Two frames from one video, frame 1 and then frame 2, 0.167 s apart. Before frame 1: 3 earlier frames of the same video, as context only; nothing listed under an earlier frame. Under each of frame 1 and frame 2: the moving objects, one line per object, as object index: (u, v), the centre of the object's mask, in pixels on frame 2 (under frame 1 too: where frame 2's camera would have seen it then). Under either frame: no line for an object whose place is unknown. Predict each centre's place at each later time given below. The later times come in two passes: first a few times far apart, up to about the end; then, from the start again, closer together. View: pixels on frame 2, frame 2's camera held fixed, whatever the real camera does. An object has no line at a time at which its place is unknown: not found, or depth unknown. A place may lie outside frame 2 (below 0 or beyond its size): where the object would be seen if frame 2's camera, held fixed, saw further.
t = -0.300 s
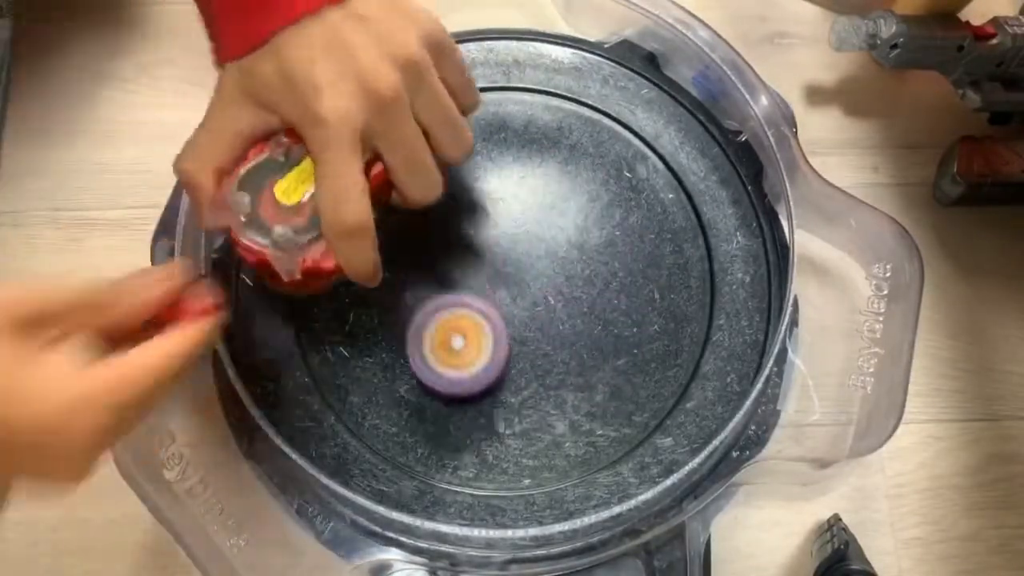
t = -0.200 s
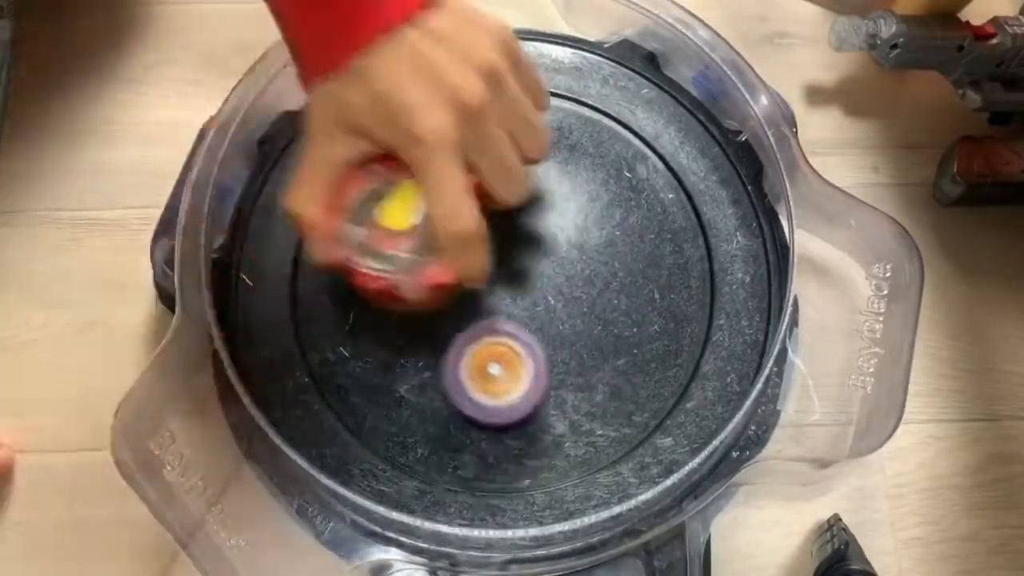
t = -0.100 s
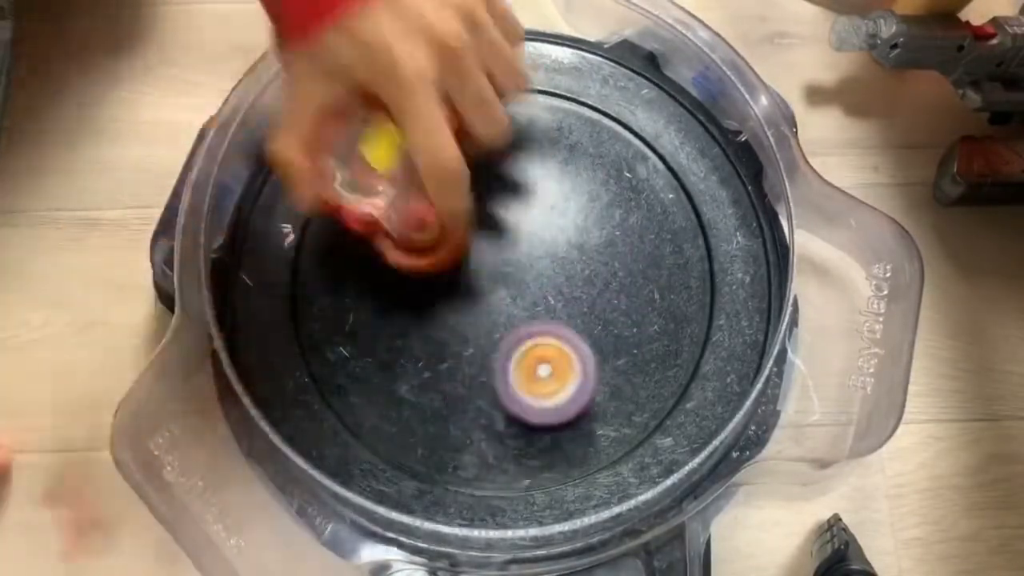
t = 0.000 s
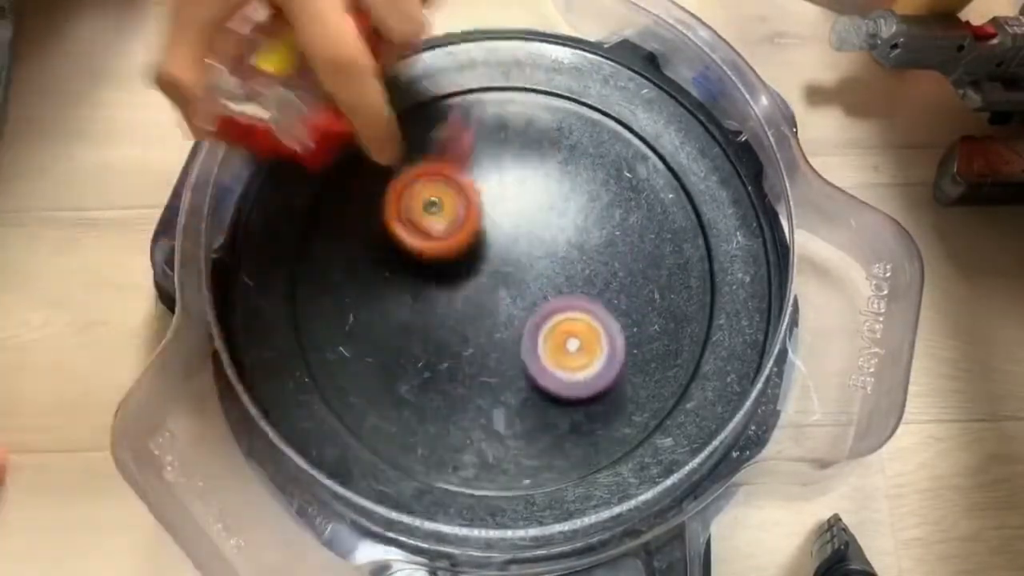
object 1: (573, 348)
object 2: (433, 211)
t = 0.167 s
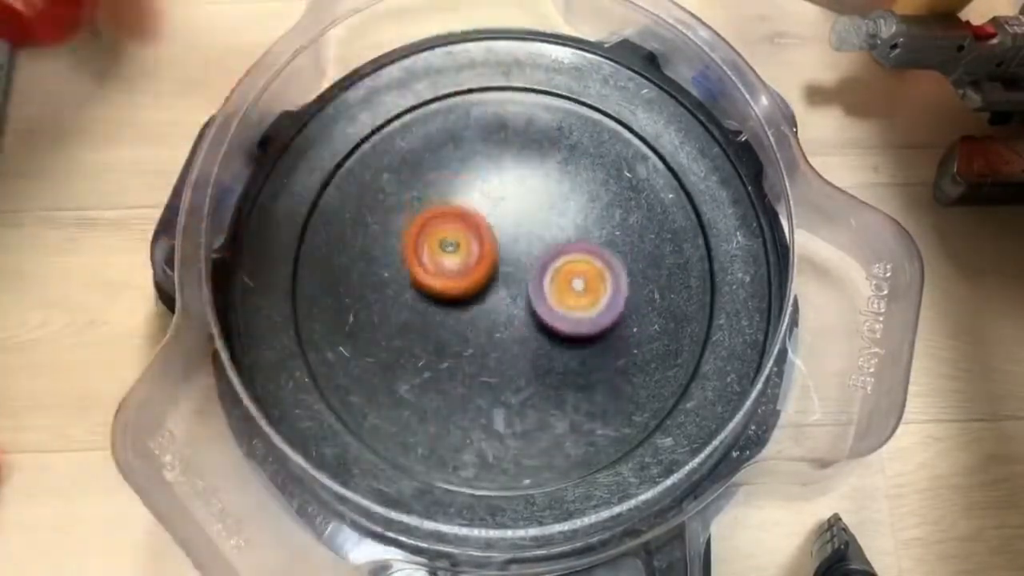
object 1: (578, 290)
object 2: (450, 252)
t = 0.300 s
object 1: (567, 252)
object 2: (446, 317)
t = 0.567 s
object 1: (562, 191)
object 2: (621, 434)
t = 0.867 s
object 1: (449, 267)
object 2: (492, 76)
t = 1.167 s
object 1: (535, 349)
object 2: (695, 355)
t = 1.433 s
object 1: (579, 277)
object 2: (434, 45)
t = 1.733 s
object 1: (481, 380)
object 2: (603, 166)
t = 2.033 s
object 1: (520, 373)
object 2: (472, 280)
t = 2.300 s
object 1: (579, 320)
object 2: (473, 354)
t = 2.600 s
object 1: (596, 122)
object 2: (482, 445)
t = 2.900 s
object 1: (358, 182)
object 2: (583, 289)
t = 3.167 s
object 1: (441, 485)
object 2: (351, 112)
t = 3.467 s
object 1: (767, 255)
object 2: (287, 412)
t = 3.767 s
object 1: (400, 281)
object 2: (697, 299)
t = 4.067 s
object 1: (351, 295)
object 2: (406, 38)
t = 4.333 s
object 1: (589, 352)
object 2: (528, 198)
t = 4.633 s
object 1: (797, 356)
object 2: (463, 208)
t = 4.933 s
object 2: (494, 340)
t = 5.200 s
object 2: (608, 276)
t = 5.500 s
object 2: (492, 209)
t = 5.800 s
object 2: (437, 342)
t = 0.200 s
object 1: (572, 281)
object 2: (450, 265)
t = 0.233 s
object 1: (564, 271)
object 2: (453, 279)
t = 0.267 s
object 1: (555, 263)
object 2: (460, 295)
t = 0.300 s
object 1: (567, 252)
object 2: (446, 317)
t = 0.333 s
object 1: (584, 239)
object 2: (435, 341)
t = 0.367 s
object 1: (594, 228)
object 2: (433, 367)
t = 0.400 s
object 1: (599, 220)
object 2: (441, 392)
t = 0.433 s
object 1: (599, 211)
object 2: (460, 416)
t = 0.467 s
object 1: (595, 202)
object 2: (489, 434)
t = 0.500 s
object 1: (587, 197)
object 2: (528, 445)
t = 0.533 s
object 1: (576, 194)
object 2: (573, 445)
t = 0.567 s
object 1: (562, 191)
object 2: (621, 434)
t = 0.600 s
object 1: (543, 191)
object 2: (664, 407)
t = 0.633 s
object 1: (526, 194)
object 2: (689, 365)
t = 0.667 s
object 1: (509, 199)
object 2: (699, 311)
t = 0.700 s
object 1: (493, 205)
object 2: (703, 256)
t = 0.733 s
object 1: (479, 214)
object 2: (698, 200)
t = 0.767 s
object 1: (467, 226)
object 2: (670, 152)
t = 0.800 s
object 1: (458, 237)
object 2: (621, 113)
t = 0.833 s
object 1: (452, 252)
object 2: (561, 85)
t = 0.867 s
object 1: (449, 267)
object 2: (492, 76)
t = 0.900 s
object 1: (449, 280)
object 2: (422, 94)
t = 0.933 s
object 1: (452, 298)
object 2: (355, 135)
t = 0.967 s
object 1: (458, 312)
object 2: (311, 201)
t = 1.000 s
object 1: (467, 324)
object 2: (295, 287)
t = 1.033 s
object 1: (477, 335)
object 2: (323, 376)
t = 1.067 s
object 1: (490, 342)
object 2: (396, 447)
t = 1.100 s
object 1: (503, 347)
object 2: (507, 473)
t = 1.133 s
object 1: (518, 350)
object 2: (620, 439)
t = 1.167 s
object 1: (535, 349)
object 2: (695, 355)
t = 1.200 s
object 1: (549, 346)
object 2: (712, 243)
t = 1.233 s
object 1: (563, 339)
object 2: (698, 137)
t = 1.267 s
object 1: (574, 328)
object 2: (618, 82)
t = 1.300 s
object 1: (581, 318)
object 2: (517, 46)
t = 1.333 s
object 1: (585, 306)
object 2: (421, 27)
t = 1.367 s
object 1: (586, 297)
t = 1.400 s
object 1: (583, 287)
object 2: (405, 37)
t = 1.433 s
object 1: (579, 277)
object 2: (434, 45)
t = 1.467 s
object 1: (571, 267)
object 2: (463, 69)
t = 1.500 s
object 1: (563, 256)
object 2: (490, 96)
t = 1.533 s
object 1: (554, 249)
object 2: (514, 125)
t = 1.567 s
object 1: (544, 256)
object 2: (538, 150)
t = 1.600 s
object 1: (532, 288)
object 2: (559, 145)
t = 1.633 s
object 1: (517, 317)
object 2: (578, 144)
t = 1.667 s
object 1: (503, 341)
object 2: (592, 149)
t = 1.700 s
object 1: (492, 362)
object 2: (599, 156)
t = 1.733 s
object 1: (481, 380)
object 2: (603, 166)
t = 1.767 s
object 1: (474, 392)
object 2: (601, 179)
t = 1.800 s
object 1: (470, 401)
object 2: (594, 193)
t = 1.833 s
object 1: (471, 406)
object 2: (582, 206)
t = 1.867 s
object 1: (475, 408)
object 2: (561, 217)
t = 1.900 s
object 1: (482, 406)
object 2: (540, 226)
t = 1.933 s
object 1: (490, 400)
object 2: (518, 236)
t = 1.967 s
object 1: (500, 392)
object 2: (500, 249)
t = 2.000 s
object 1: (510, 383)
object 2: (483, 263)
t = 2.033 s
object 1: (520, 373)
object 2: (472, 280)
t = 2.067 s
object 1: (532, 373)
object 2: (460, 288)
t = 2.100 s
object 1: (544, 373)
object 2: (448, 295)
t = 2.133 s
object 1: (554, 371)
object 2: (440, 305)
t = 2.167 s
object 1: (562, 365)
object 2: (437, 317)
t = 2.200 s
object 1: (570, 356)
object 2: (440, 327)
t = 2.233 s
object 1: (574, 346)
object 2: (450, 338)
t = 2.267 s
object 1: (573, 333)
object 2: (463, 347)
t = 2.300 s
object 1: (579, 320)
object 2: (473, 354)
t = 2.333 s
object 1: (583, 306)
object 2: (484, 358)
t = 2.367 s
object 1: (582, 294)
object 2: (496, 357)
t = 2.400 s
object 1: (579, 281)
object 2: (510, 354)
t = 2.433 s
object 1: (589, 255)
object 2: (501, 364)
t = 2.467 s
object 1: (604, 225)
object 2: (488, 382)
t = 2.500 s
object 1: (613, 195)
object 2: (478, 399)
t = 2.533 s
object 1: (615, 168)
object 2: (473, 416)
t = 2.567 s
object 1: (609, 142)
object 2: (474, 432)
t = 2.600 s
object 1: (596, 122)
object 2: (482, 445)
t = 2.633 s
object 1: (580, 105)
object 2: (494, 455)
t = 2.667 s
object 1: (559, 94)
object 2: (511, 458)
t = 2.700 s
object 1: (533, 89)
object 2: (530, 453)
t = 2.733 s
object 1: (506, 90)
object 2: (551, 441)
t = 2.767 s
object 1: (476, 97)
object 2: (571, 421)
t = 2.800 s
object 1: (447, 109)
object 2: (585, 395)
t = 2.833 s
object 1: (417, 125)
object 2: (592, 361)
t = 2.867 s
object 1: (386, 152)
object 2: (592, 326)
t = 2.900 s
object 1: (358, 182)
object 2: (583, 289)
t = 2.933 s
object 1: (334, 220)
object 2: (566, 252)
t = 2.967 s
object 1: (320, 261)
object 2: (541, 219)
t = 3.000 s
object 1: (311, 308)
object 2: (511, 186)
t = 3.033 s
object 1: (315, 354)
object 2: (479, 159)
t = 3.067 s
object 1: (330, 400)
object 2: (447, 137)
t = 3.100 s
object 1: (360, 438)
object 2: (412, 120)
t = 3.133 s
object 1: (396, 464)
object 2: (377, 109)
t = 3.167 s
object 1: (441, 485)
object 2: (351, 112)
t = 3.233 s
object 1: (549, 483)
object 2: (312, 148)
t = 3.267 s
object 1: (606, 475)
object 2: (301, 174)
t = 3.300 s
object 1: (656, 445)
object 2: (289, 207)
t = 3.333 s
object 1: (702, 411)
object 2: (276, 242)
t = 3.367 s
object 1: (739, 369)
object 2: (263, 280)
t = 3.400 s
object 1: (770, 319)
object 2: (262, 322)
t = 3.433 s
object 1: (783, 270)
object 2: (269, 368)
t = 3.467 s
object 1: (767, 255)
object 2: (287, 412)
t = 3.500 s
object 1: (730, 274)
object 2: (315, 453)
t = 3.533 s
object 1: (689, 289)
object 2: (352, 487)
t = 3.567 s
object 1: (645, 305)
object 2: (404, 498)
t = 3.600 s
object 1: (600, 313)
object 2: (457, 472)
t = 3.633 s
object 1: (554, 325)
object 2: (514, 443)
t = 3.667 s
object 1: (510, 319)
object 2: (567, 414)
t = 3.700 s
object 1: (470, 306)
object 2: (618, 382)
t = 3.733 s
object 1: (433, 293)
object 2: (661, 343)
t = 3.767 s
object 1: (400, 281)
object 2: (697, 299)
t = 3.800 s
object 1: (369, 272)
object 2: (721, 254)
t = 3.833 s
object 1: (343, 266)
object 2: (724, 203)
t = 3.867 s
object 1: (322, 262)
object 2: (713, 162)
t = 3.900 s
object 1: (313, 261)
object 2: (675, 130)
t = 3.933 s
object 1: (311, 264)
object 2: (634, 97)
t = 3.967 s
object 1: (312, 269)
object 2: (589, 66)
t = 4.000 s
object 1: (318, 276)
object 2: (531, 46)
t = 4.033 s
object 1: (332, 285)
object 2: (468, 40)
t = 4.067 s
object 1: (351, 295)
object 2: (406, 38)
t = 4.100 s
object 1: (375, 310)
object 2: (365, 51)
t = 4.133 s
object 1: (400, 322)
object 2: (397, 61)
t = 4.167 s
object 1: (428, 337)
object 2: (433, 83)
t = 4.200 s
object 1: (458, 352)
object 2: (459, 99)
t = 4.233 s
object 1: (492, 360)
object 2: (487, 124)
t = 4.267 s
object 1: (528, 362)
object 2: (500, 148)
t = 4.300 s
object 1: (561, 359)
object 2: (514, 175)
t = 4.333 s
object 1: (589, 352)
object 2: (528, 198)
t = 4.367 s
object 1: (617, 340)
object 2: (543, 224)
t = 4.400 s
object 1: (640, 323)
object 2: (558, 242)
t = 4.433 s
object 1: (668, 313)
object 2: (569, 253)
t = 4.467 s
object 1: (726, 328)
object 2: (548, 232)
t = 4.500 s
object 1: (793, 347)
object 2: (530, 216)
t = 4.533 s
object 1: (825, 364)
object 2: (514, 207)
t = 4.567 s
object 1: (803, 355)
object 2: (496, 201)
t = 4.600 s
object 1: (803, 353)
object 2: (479, 202)
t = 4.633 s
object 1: (797, 356)
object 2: (463, 208)
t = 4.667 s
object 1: (804, 363)
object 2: (448, 217)
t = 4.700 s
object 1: (812, 371)
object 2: (438, 235)
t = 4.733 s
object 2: (433, 254)
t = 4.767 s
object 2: (433, 272)
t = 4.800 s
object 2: (438, 292)
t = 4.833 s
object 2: (447, 310)
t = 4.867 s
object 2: (460, 324)
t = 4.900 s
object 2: (476, 334)
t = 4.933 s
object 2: (494, 340)
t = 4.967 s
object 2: (513, 342)
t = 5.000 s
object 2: (534, 340)
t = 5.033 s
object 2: (554, 335)
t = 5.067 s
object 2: (571, 328)
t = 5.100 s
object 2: (586, 317)
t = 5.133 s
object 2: (597, 304)
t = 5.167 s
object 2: (603, 290)
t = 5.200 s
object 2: (608, 276)
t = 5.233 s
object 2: (608, 258)
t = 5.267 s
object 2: (605, 243)
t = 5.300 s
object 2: (597, 226)
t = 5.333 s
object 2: (585, 214)
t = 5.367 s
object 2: (570, 205)
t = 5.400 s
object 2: (552, 201)
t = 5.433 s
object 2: (532, 200)
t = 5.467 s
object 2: (511, 203)
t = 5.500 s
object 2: (492, 209)
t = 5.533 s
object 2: (473, 219)
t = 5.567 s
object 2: (456, 230)
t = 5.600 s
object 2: (443, 243)
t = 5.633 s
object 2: (432, 259)
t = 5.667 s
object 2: (425, 277)
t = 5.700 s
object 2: (422, 294)
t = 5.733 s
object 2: (423, 311)
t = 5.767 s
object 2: (428, 328)
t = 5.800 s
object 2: (437, 342)
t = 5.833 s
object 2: (448, 354)
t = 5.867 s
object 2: (461, 365)
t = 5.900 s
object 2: (476, 375)
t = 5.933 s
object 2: (493, 381)
